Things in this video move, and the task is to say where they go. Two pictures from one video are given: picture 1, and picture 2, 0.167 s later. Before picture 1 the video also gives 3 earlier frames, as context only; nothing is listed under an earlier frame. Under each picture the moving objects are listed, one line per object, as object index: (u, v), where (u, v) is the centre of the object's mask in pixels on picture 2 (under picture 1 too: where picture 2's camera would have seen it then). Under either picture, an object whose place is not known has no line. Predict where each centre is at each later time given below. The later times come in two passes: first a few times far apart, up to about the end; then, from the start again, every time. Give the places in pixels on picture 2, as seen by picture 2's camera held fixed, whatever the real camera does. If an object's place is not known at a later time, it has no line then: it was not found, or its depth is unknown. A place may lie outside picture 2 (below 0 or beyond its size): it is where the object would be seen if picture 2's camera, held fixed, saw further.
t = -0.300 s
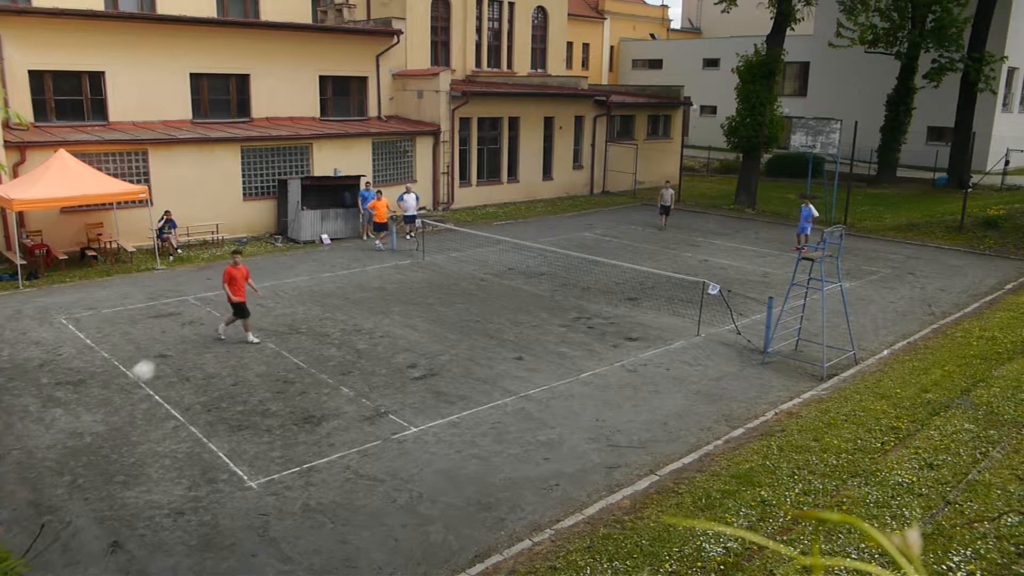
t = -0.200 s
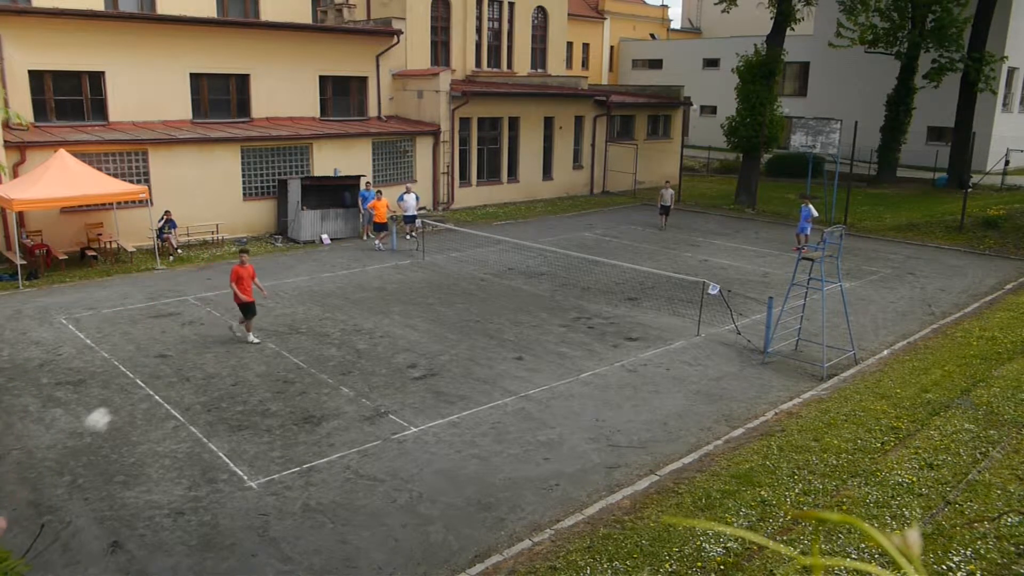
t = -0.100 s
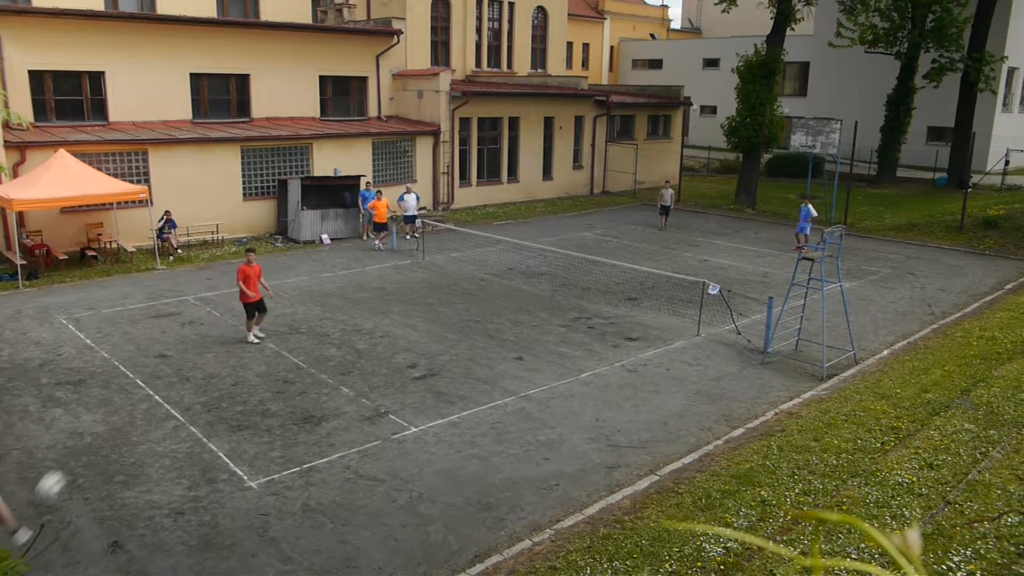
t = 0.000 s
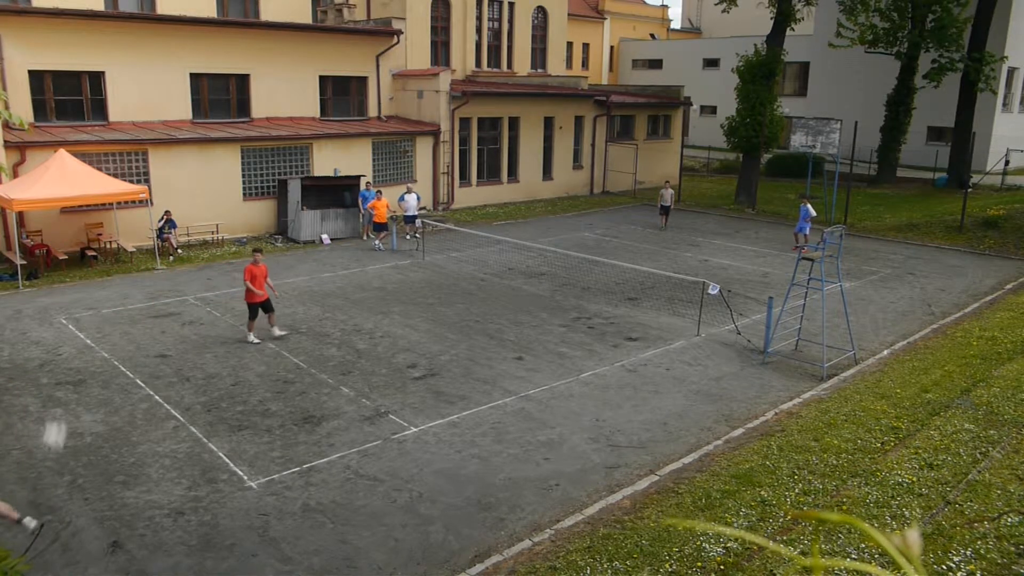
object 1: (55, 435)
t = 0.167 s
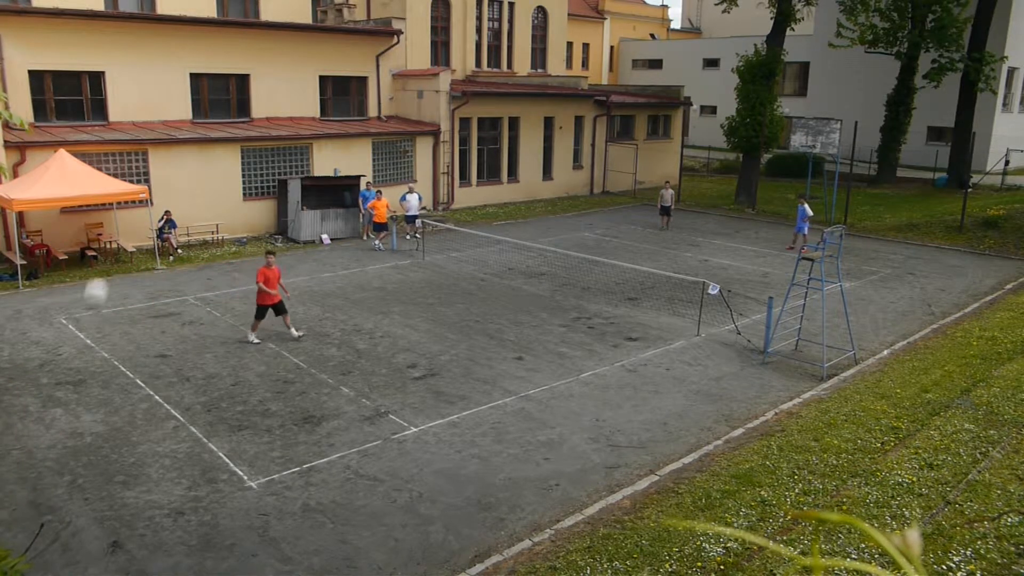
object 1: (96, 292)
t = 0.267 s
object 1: (120, 221)
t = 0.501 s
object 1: (177, 104)
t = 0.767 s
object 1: (237, 41)
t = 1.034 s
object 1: (290, 44)
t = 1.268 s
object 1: (330, 91)
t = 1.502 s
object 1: (366, 168)
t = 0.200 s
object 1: (104, 267)
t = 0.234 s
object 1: (112, 245)
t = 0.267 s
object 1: (120, 221)
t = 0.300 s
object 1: (128, 202)
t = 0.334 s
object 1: (137, 181)
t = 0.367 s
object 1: (144, 163)
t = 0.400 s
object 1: (153, 147)
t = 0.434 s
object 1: (161, 132)
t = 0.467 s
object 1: (169, 117)
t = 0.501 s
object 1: (177, 104)
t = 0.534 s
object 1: (186, 92)
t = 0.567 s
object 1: (193, 81)
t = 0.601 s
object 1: (200, 72)
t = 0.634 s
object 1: (208, 63)
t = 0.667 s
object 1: (216, 56)
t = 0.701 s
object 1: (223, 50)
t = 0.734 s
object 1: (230, 45)
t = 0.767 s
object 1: (237, 41)
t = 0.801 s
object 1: (245, 38)
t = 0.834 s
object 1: (251, 36)
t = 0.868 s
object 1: (258, 36)
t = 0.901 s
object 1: (264, 35)
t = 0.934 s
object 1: (271, 36)
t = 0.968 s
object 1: (278, 38)
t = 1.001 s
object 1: (284, 41)
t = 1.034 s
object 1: (290, 44)
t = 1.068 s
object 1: (296, 49)
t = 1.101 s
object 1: (302, 54)
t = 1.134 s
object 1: (308, 60)
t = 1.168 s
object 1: (314, 66)
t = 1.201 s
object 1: (320, 74)
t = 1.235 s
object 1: (325, 83)
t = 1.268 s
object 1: (330, 91)
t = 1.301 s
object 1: (335, 100)
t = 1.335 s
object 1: (341, 110)
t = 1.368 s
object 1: (346, 120)
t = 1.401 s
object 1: (351, 131)
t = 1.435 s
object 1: (356, 143)
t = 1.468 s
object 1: (360, 155)
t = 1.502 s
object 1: (366, 168)
